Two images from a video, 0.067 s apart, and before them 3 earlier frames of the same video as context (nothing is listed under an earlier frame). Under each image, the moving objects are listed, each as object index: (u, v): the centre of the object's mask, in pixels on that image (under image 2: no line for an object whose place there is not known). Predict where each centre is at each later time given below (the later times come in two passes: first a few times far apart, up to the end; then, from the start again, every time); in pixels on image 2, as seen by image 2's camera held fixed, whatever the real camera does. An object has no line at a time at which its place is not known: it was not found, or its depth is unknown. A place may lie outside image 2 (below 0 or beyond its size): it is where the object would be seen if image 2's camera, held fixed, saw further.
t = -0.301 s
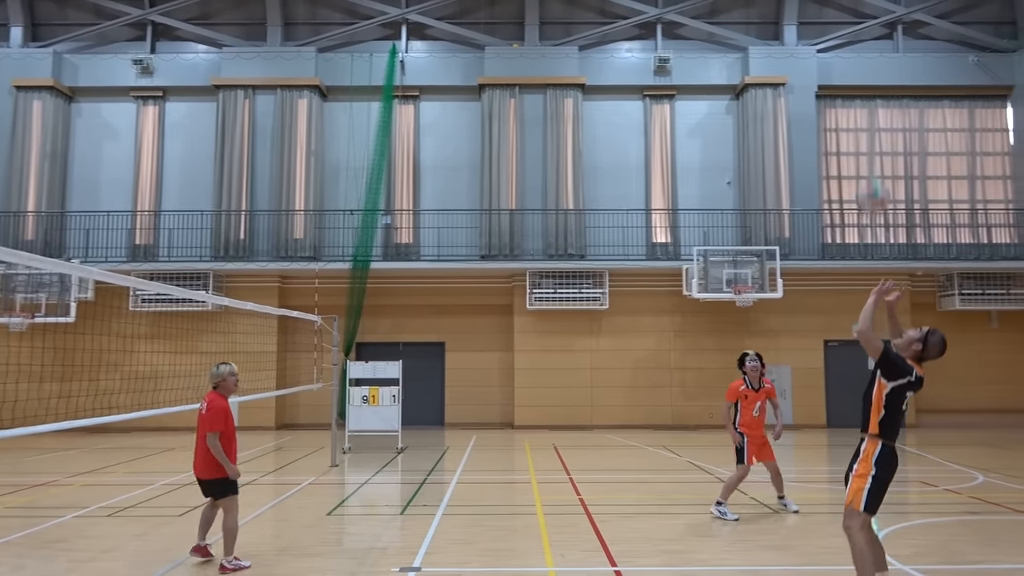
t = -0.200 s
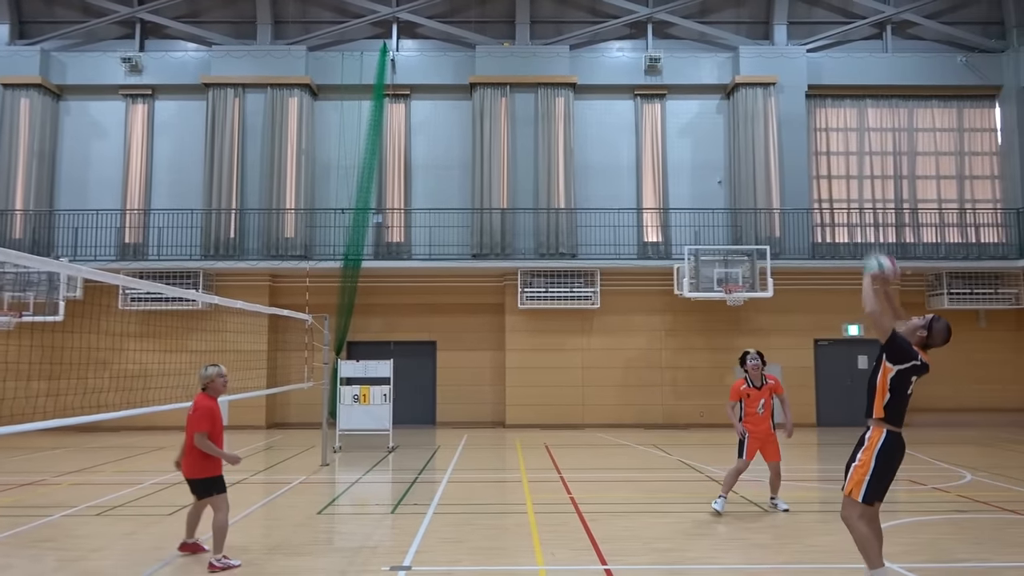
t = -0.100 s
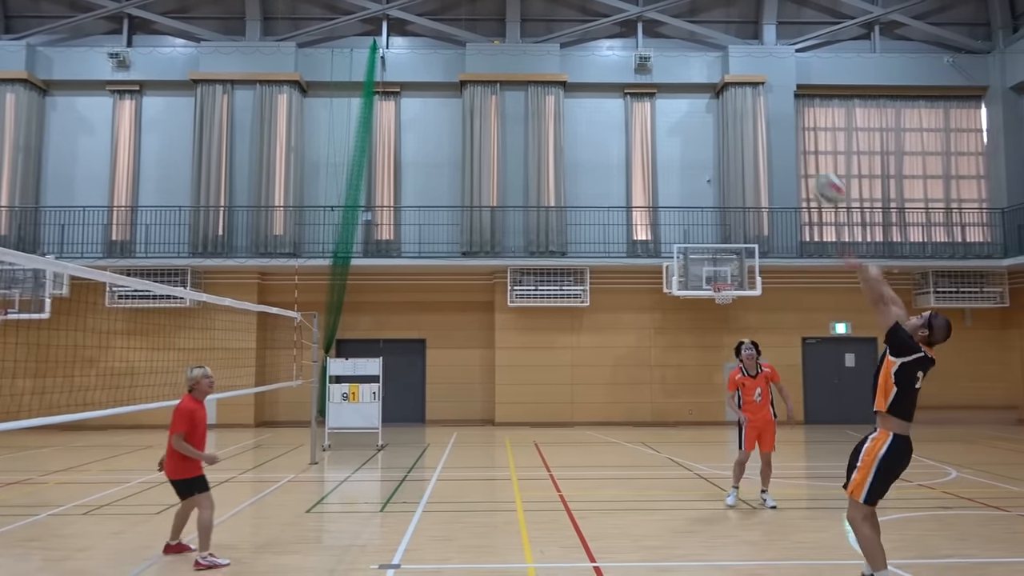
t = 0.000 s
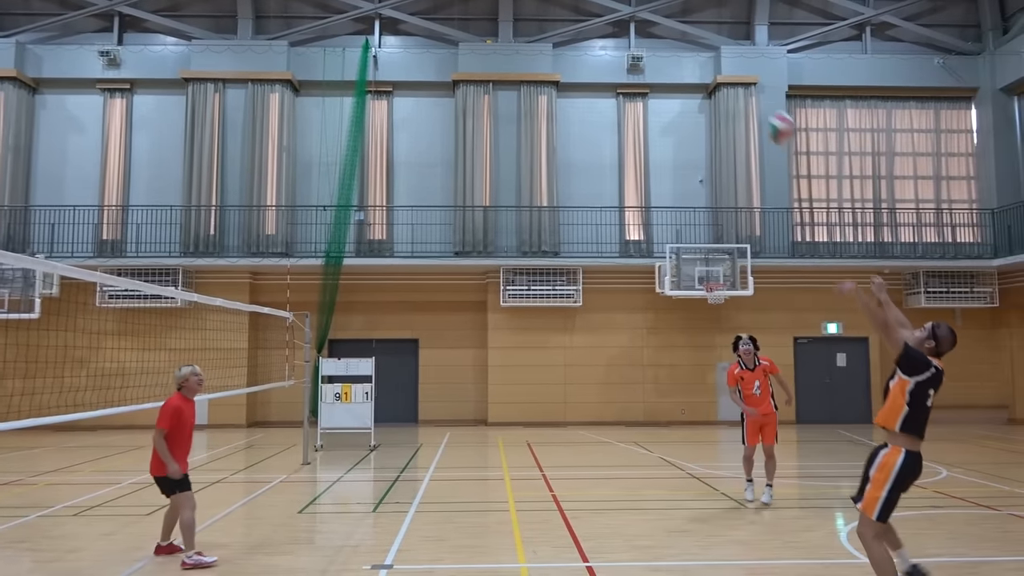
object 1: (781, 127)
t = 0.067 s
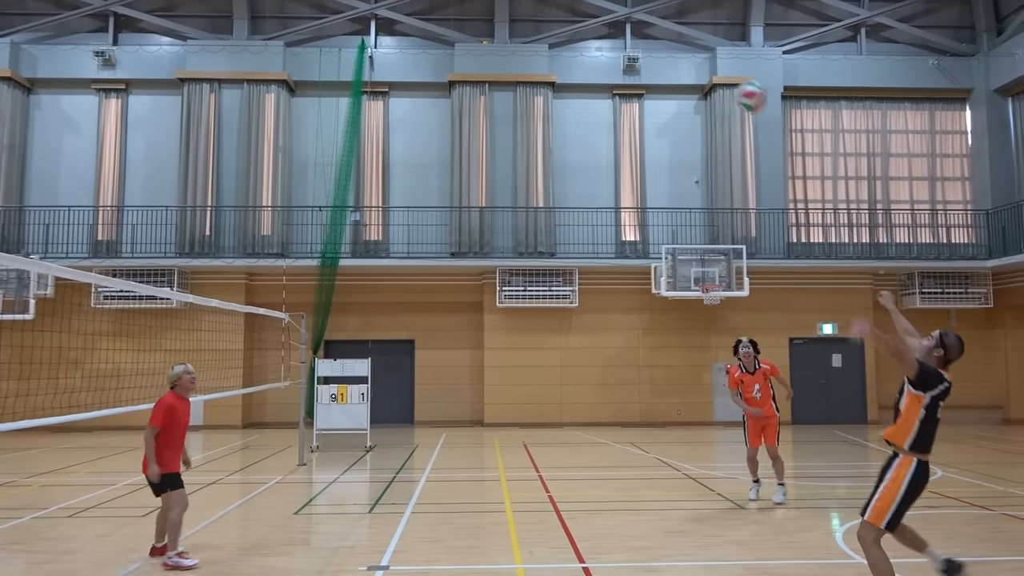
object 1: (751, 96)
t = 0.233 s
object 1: (696, 44)
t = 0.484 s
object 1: (619, 34)
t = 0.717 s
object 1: (556, 95)
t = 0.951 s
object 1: (501, 218)
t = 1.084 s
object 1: (471, 314)
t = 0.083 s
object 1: (746, 89)
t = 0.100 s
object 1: (740, 84)
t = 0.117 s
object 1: (733, 76)
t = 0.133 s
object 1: (728, 72)
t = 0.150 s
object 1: (722, 66)
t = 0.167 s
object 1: (715, 61)
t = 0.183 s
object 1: (711, 57)
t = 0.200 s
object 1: (706, 52)
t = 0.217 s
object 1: (701, 47)
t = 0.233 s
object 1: (696, 44)
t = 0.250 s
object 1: (689, 41)
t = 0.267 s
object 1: (685, 39)
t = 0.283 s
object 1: (678, 35)
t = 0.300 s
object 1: (673, 34)
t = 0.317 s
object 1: (668, 32)
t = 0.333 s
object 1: (663, 31)
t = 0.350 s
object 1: (658, 30)
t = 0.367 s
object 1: (653, 30)
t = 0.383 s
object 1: (648, 29)
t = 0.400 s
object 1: (644, 30)
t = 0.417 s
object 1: (638, 30)
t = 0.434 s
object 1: (633, 30)
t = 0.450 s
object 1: (628, 32)
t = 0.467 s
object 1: (624, 33)
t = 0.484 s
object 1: (619, 34)
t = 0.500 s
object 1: (614, 37)
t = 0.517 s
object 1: (609, 39)
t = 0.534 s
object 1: (605, 42)
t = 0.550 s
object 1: (601, 45)
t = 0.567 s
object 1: (595, 49)
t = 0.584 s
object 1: (591, 53)
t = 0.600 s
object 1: (587, 56)
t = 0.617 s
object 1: (582, 62)
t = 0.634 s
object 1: (578, 67)
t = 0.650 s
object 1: (573, 72)
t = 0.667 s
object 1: (568, 78)
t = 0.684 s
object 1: (563, 83)
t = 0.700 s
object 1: (560, 89)
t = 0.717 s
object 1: (556, 95)
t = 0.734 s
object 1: (552, 101)
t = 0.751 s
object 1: (548, 109)
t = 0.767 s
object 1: (545, 116)
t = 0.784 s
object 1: (539, 123)
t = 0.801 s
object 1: (535, 131)
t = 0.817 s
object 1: (531, 138)
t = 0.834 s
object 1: (526, 148)
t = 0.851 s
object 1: (522, 156)
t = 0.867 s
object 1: (519, 167)
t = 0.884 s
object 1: (515, 176)
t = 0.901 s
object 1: (511, 185)
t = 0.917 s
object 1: (508, 197)
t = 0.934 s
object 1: (504, 207)
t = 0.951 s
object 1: (501, 218)
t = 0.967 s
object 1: (497, 228)
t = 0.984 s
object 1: (492, 240)
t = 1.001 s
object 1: (488, 251)
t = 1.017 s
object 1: (485, 262)
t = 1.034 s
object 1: (482, 276)
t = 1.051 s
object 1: (479, 288)
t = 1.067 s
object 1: (475, 300)
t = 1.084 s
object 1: (471, 314)
